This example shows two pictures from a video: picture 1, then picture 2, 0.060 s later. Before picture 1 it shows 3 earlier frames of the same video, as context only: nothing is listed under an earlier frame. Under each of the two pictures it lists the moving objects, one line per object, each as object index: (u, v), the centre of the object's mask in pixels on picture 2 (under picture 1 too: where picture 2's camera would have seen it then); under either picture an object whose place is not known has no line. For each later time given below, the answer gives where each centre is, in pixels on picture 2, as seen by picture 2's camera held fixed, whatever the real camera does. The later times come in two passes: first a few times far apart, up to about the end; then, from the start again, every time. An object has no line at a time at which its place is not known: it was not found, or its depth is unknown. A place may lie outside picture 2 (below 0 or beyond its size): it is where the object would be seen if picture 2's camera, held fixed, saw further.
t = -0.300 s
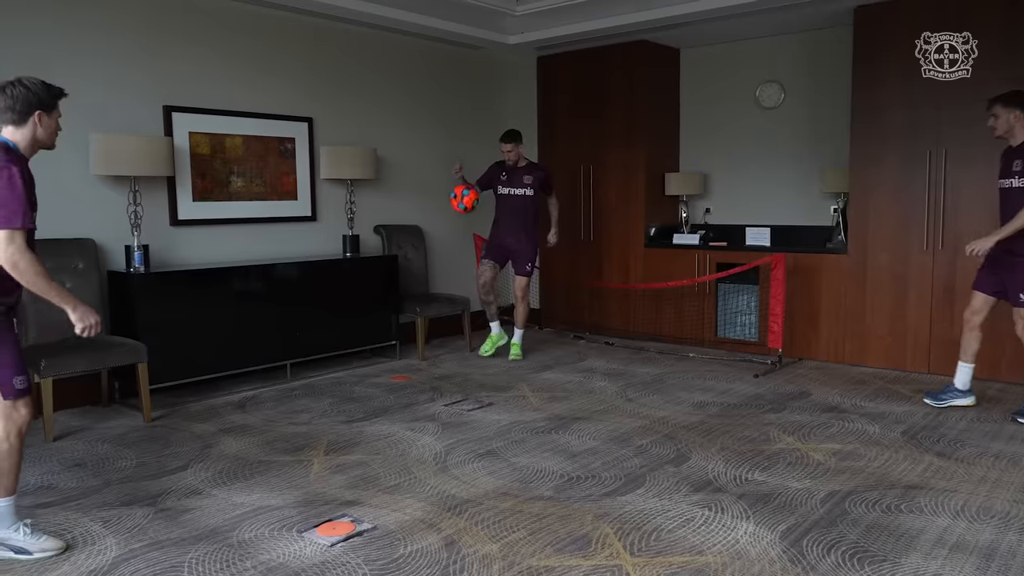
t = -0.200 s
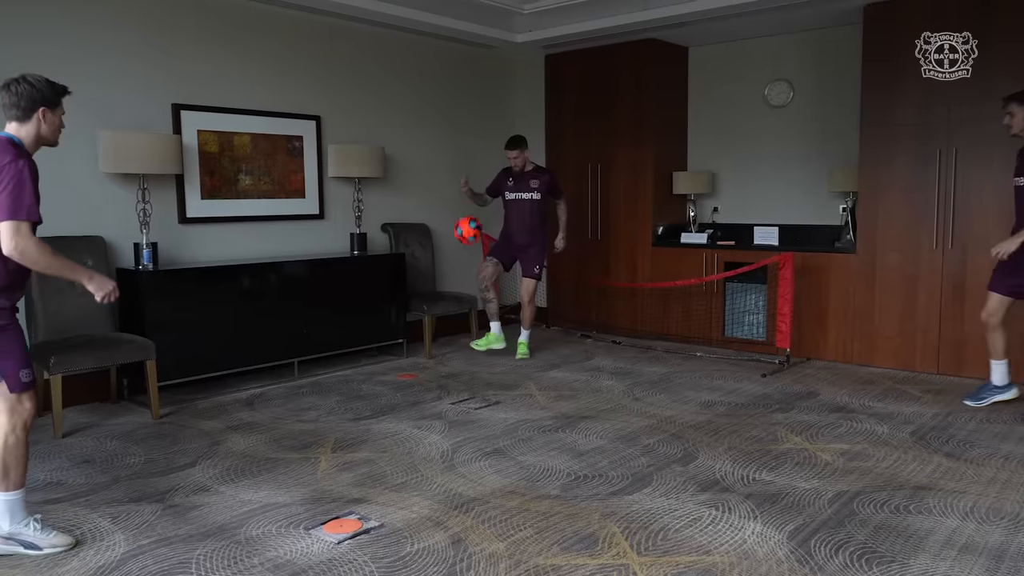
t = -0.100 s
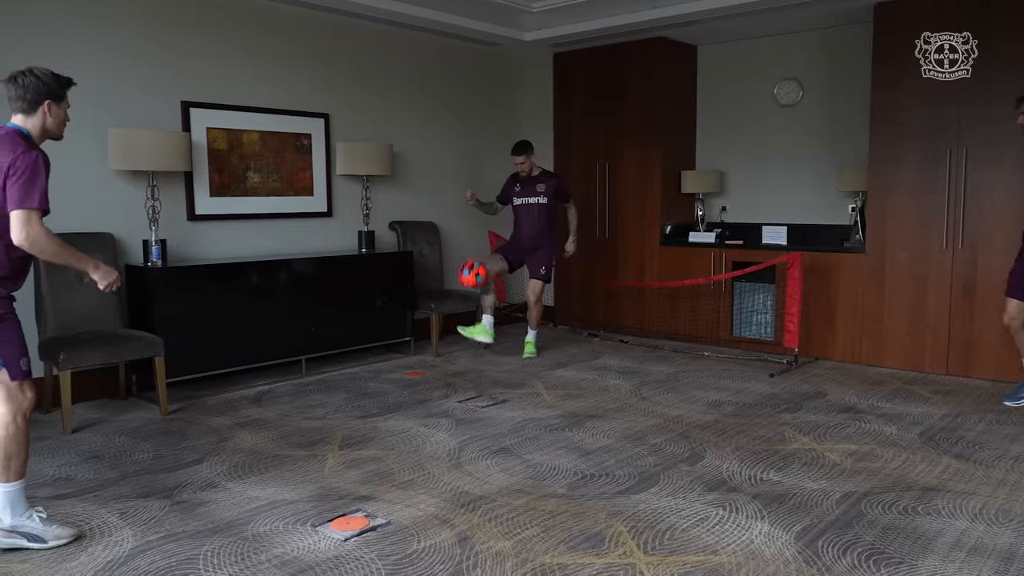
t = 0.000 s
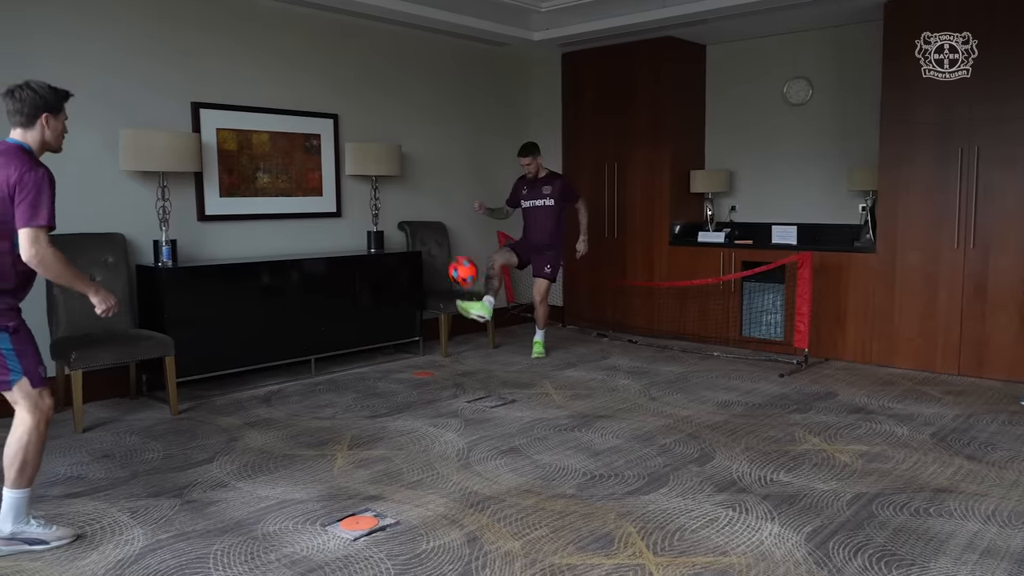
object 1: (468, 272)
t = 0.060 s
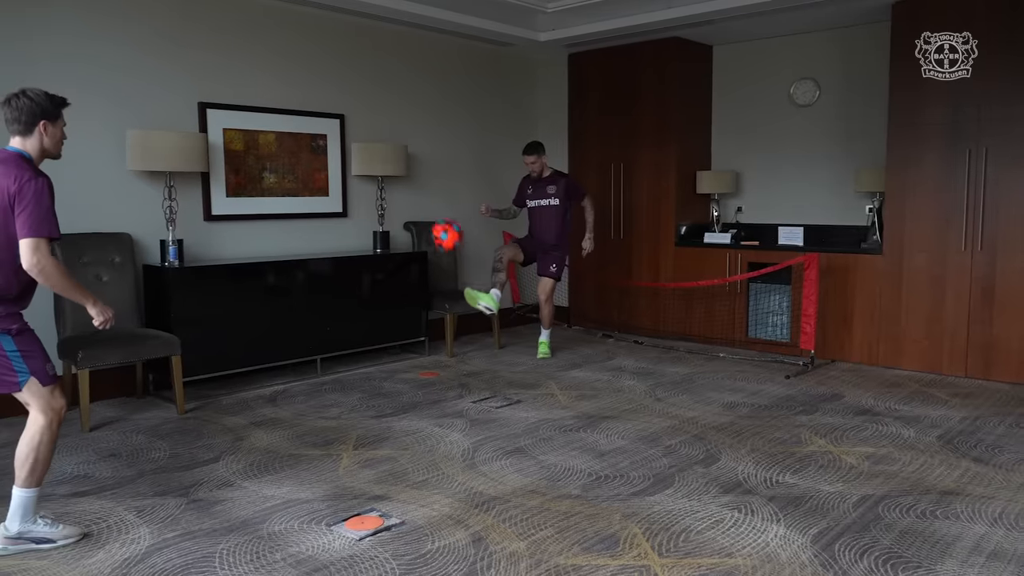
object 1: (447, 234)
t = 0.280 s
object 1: (353, 118)
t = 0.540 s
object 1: (196, 47)
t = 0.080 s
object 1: (440, 222)
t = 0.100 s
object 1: (432, 210)
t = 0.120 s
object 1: (424, 199)
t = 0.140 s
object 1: (416, 188)
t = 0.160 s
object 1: (408, 176)
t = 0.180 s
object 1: (399, 166)
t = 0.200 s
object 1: (390, 156)
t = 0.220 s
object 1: (382, 146)
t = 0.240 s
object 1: (372, 136)
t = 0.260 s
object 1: (363, 127)
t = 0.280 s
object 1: (353, 118)
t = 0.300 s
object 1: (343, 110)
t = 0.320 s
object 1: (333, 102)
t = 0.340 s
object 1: (322, 94)
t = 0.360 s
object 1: (311, 87)
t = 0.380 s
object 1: (300, 80)
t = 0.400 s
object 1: (289, 74)
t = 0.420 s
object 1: (276, 68)
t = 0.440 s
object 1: (264, 63)
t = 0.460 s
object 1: (252, 59)
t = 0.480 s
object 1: (238, 55)
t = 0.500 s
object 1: (225, 51)
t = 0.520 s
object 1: (211, 49)
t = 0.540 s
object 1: (196, 47)
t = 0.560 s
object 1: (181, 46)
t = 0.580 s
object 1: (166, 46)
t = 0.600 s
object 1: (150, 46)
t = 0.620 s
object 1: (134, 48)
